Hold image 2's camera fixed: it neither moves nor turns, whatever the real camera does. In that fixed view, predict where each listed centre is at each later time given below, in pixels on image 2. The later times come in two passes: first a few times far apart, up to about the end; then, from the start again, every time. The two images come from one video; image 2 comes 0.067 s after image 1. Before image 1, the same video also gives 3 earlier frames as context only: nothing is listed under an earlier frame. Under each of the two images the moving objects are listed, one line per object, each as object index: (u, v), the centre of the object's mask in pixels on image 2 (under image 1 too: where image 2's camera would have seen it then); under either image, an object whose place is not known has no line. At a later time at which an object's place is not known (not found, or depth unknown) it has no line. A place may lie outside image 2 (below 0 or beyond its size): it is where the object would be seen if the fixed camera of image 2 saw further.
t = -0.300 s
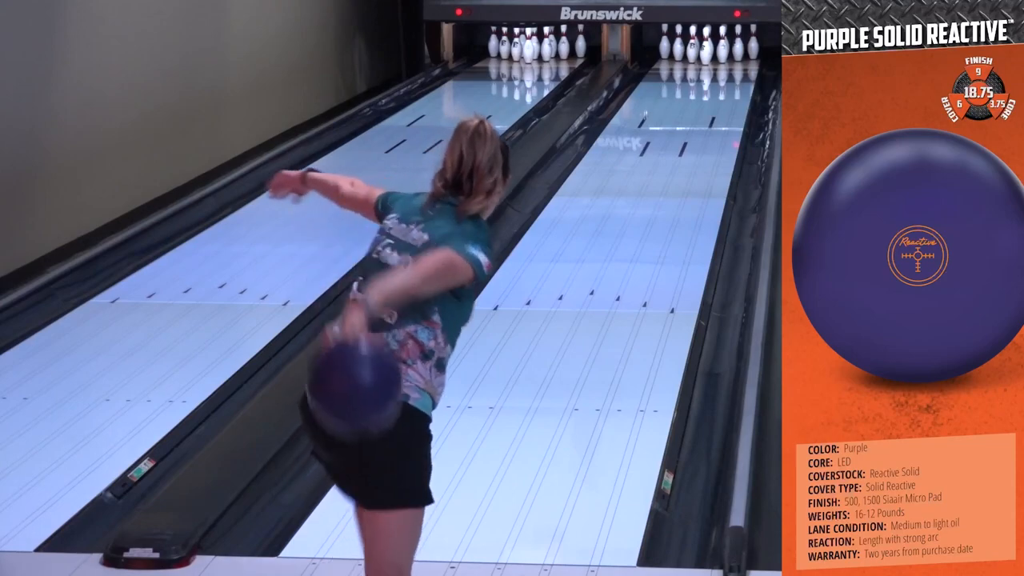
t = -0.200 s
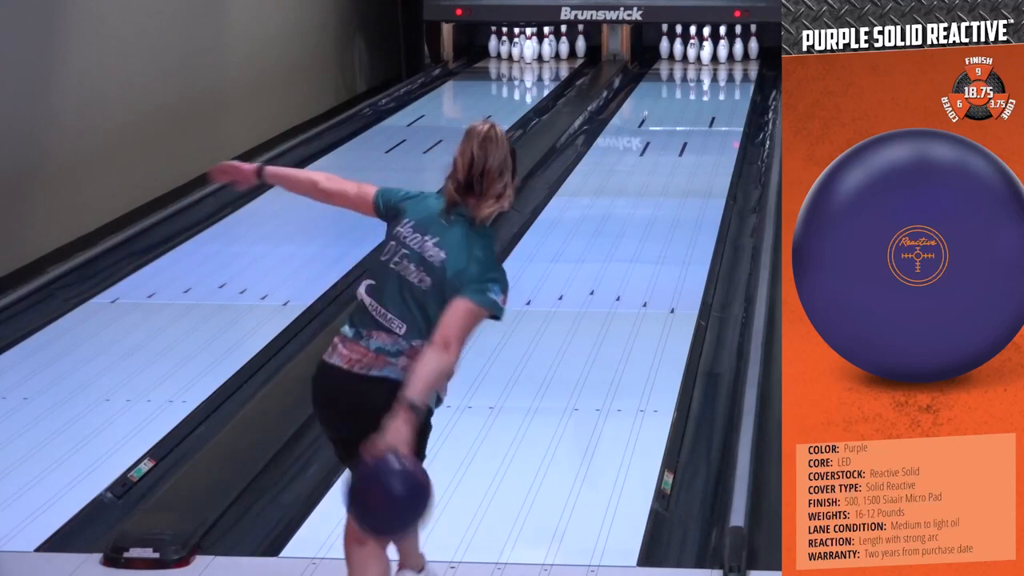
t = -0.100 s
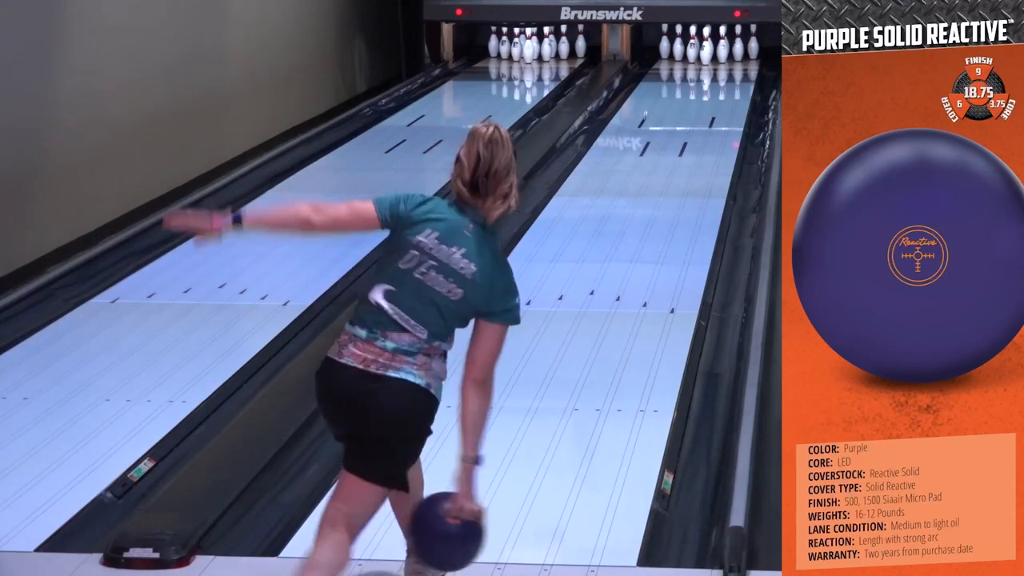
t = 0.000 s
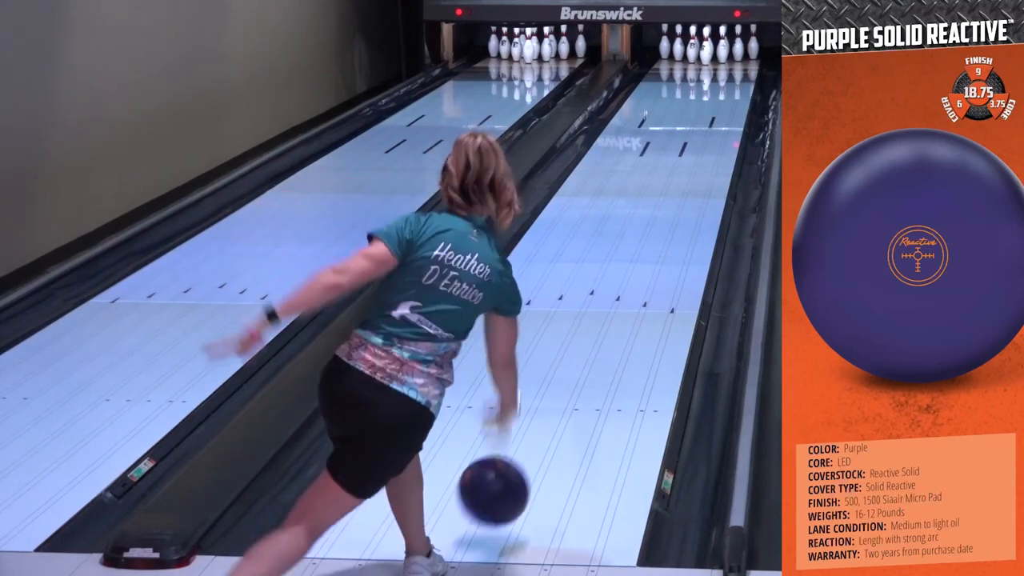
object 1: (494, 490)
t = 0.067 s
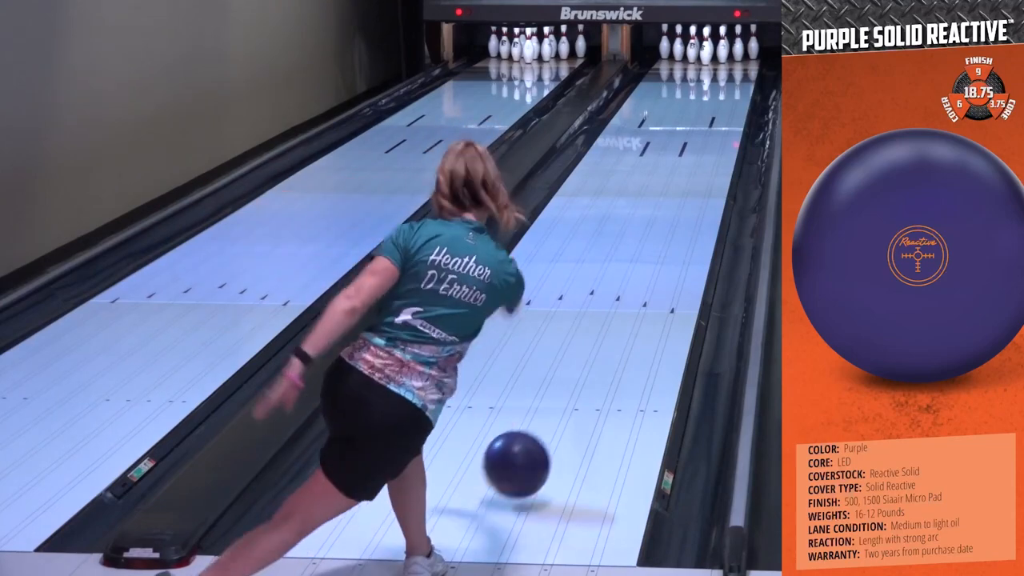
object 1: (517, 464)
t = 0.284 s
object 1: (576, 376)
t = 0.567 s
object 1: (628, 287)
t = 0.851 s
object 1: (664, 224)
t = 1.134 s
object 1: (690, 178)
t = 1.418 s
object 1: (709, 143)
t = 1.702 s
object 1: (722, 114)
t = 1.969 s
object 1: (728, 93)
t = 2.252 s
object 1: (727, 76)
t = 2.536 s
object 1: (720, 62)
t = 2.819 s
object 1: (713, 52)
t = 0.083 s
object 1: (522, 460)
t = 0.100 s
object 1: (527, 457)
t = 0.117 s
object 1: (532, 448)
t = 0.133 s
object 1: (537, 439)
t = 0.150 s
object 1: (542, 432)
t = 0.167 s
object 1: (547, 425)
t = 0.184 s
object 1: (551, 417)
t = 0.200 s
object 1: (556, 410)
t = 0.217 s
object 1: (560, 403)
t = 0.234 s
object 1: (564, 396)
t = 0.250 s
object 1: (568, 389)
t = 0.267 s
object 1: (572, 383)
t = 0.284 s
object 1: (576, 376)
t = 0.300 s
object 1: (579, 370)
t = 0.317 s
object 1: (583, 364)
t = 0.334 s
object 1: (586, 358)
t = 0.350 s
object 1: (590, 352)
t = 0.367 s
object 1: (593, 346)
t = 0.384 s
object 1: (597, 340)
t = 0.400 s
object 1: (600, 335)
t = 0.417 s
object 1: (603, 329)
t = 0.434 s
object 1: (606, 324)
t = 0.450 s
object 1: (609, 319)
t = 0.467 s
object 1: (612, 314)
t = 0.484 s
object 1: (615, 309)
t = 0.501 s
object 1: (617, 305)
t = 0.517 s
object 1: (620, 300)
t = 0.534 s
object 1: (623, 296)
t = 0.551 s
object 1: (625, 292)
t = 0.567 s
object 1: (628, 287)
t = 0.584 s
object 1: (630, 283)
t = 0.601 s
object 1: (633, 279)
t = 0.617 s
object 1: (635, 275)
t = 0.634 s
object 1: (638, 271)
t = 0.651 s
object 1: (640, 267)
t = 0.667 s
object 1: (642, 263)
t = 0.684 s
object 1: (645, 259)
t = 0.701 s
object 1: (647, 255)
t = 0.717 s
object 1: (649, 251)
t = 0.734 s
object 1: (651, 248)
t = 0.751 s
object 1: (653, 244)
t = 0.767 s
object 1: (655, 240)
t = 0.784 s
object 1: (657, 237)
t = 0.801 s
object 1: (659, 234)
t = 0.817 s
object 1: (660, 231)
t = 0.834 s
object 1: (662, 227)
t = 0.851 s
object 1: (664, 224)
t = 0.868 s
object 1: (666, 221)
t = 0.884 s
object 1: (668, 218)
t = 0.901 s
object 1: (669, 215)
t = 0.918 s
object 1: (671, 212)
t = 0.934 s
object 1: (673, 209)
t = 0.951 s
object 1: (674, 206)
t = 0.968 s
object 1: (676, 204)
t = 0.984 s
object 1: (677, 201)
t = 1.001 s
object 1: (679, 198)
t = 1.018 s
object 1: (680, 195)
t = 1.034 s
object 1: (682, 193)
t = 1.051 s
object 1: (684, 190)
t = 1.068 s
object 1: (685, 188)
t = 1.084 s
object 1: (686, 185)
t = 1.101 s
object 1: (688, 183)
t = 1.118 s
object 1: (689, 180)
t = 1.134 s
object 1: (690, 178)
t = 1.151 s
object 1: (692, 176)
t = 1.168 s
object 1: (693, 173)
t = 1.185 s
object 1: (694, 171)
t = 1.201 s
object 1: (695, 169)
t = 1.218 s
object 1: (696, 166)
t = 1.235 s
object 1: (698, 164)
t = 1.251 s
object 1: (699, 162)
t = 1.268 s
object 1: (700, 160)
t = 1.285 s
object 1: (701, 158)
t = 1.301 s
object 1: (702, 156)
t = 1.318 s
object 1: (703, 154)
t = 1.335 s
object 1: (704, 152)
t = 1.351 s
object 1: (705, 150)
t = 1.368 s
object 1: (707, 148)
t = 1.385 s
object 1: (707, 146)
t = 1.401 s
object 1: (708, 144)
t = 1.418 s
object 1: (709, 143)
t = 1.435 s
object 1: (710, 141)
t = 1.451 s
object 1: (711, 139)
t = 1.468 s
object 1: (712, 137)
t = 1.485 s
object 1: (713, 135)
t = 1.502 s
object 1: (713, 133)
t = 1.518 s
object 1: (714, 132)
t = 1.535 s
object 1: (715, 130)
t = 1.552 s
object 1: (716, 128)
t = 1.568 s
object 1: (717, 127)
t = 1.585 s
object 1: (718, 125)
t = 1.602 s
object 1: (718, 123)
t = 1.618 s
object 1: (719, 122)
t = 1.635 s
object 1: (719, 120)
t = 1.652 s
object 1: (720, 119)
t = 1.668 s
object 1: (721, 117)
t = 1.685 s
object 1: (721, 115)
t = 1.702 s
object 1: (722, 114)
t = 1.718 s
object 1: (722, 113)
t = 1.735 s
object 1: (723, 111)
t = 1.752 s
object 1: (724, 110)
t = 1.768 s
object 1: (724, 108)
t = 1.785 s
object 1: (725, 107)
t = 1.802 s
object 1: (725, 106)
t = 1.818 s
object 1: (725, 104)
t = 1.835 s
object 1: (726, 103)
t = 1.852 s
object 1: (726, 102)
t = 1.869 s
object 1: (727, 100)
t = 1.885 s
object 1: (727, 99)
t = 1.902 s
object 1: (727, 98)
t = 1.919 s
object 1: (728, 97)
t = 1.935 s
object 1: (728, 95)
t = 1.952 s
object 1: (728, 94)
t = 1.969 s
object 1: (728, 93)
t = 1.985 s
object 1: (729, 92)
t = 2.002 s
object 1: (729, 90)
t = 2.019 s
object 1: (729, 89)
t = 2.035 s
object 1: (729, 88)
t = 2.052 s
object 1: (729, 87)
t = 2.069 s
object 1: (729, 86)
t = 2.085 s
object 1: (729, 85)
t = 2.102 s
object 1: (729, 84)
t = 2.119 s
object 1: (729, 83)
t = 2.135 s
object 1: (729, 82)
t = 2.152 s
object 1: (729, 81)
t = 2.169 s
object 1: (728, 80)
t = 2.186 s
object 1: (728, 79)
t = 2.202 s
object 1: (728, 78)
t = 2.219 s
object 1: (728, 78)
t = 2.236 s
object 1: (728, 77)
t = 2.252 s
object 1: (727, 76)
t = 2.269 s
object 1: (727, 75)
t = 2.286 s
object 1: (727, 74)
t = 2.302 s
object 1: (727, 73)
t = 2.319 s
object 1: (726, 72)
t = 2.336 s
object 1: (726, 72)
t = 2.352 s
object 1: (725, 71)
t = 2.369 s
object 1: (725, 70)
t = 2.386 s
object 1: (724, 69)
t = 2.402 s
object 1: (724, 68)
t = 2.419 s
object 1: (723, 67)
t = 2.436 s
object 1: (723, 66)
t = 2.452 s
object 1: (722, 65)
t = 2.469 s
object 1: (722, 65)
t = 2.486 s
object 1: (721, 64)
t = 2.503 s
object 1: (721, 63)
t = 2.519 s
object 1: (720, 62)
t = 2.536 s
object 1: (720, 62)
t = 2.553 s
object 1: (719, 61)
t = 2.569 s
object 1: (718, 60)
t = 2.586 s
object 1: (717, 59)
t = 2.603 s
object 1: (717, 59)
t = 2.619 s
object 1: (716, 58)
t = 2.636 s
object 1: (715, 57)
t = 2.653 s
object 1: (715, 56)
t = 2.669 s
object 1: (714, 56)
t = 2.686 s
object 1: (714, 55)
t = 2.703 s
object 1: (714, 55)
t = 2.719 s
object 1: (714, 55)
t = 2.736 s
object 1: (715, 54)
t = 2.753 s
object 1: (715, 54)
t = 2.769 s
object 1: (714, 53)
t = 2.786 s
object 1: (714, 53)
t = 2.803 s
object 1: (714, 52)
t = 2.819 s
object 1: (713, 52)
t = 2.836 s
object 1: (712, 52)
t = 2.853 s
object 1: (712, 51)
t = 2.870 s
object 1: (712, 51)
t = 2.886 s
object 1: (713, 51)
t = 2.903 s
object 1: (712, 51)
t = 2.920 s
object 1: (712, 50)
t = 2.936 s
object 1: (711, 50)
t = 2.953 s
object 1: (710, 51)
